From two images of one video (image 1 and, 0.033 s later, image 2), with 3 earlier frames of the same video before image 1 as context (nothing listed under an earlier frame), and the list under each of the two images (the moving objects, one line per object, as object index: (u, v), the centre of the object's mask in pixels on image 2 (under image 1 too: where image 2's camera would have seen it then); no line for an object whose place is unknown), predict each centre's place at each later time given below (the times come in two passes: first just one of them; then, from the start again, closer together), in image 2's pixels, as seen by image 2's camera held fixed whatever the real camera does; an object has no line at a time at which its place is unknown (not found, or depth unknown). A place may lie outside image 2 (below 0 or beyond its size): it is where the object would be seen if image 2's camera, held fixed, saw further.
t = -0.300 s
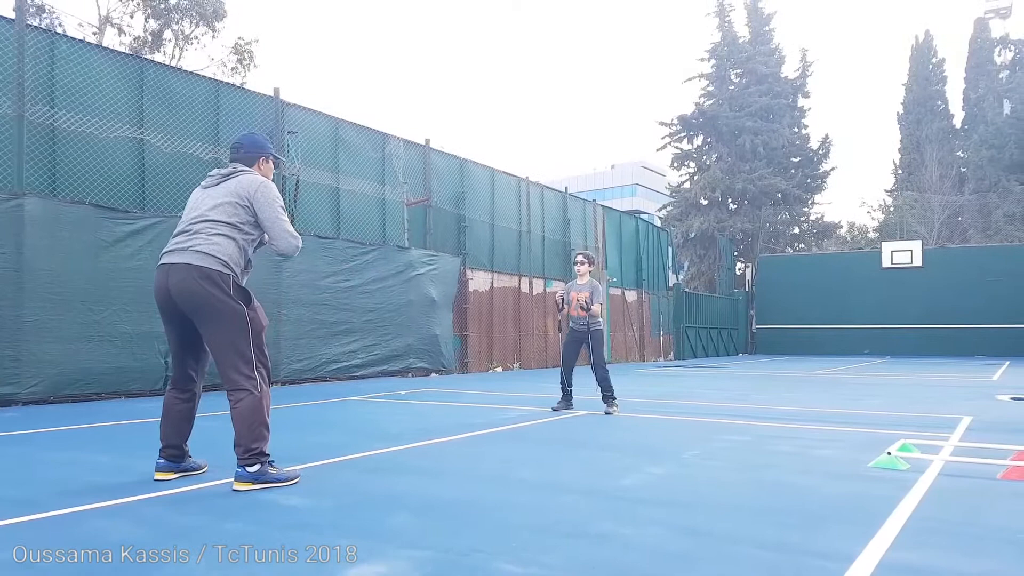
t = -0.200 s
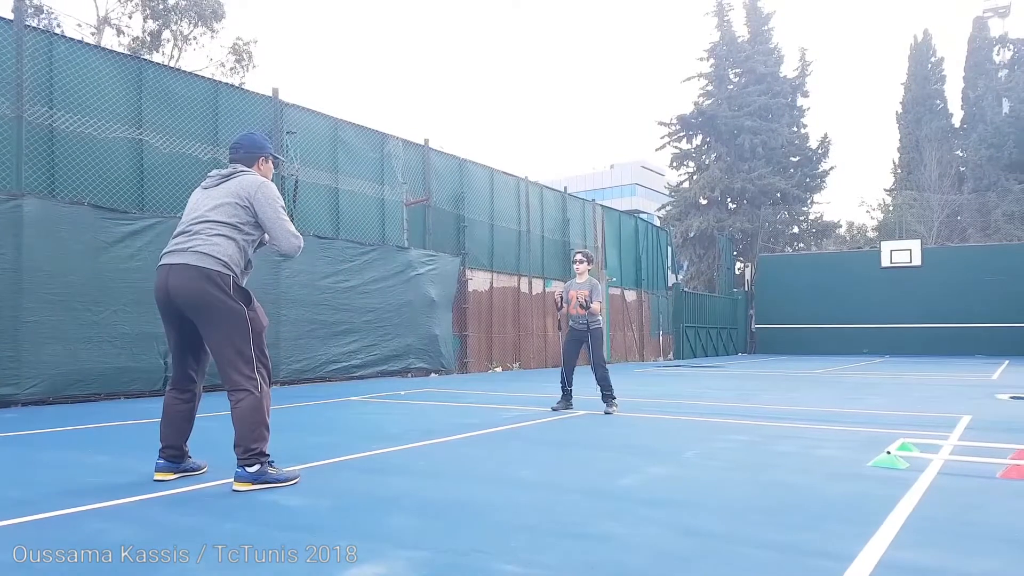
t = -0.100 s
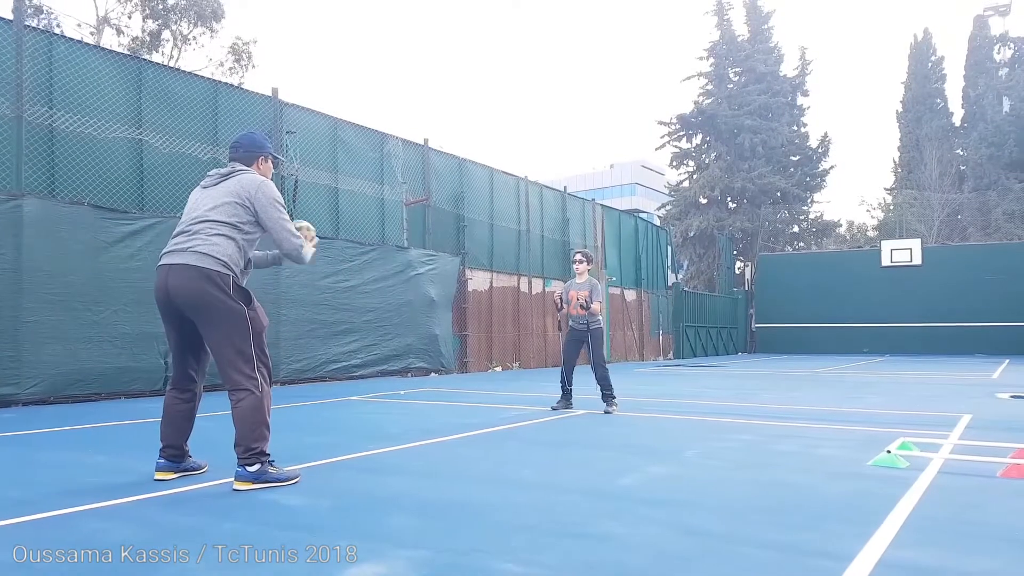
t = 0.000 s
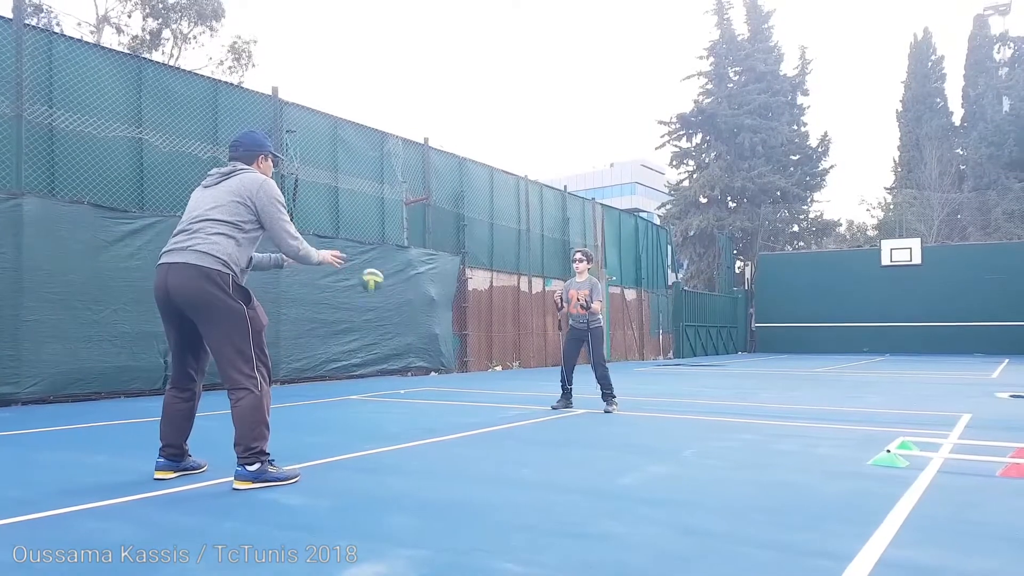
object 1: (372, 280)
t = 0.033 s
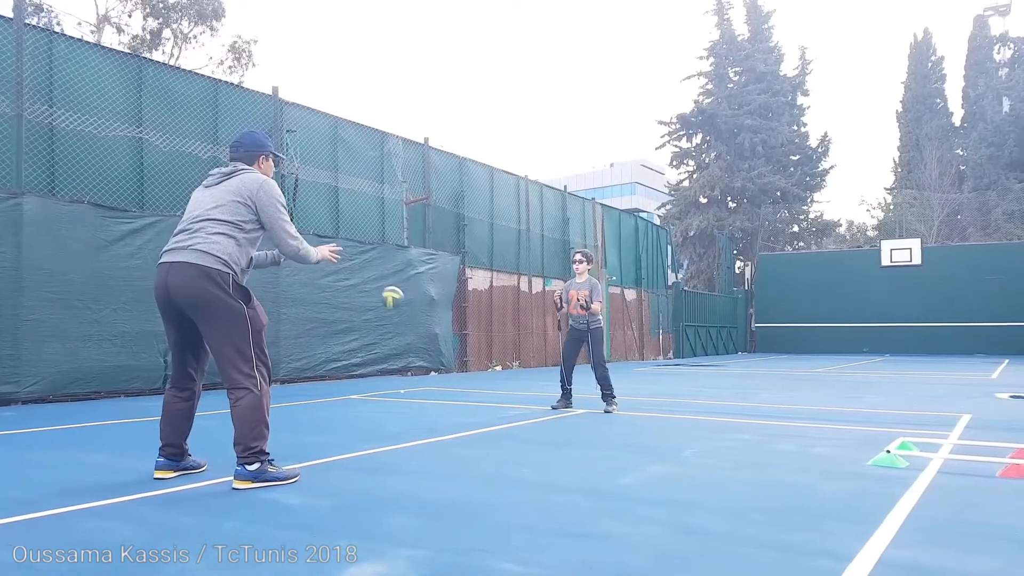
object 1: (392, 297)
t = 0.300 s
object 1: (509, 391)
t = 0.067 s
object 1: (411, 315)
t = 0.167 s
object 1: (461, 374)
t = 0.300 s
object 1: (509, 391)
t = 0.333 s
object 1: (517, 376)
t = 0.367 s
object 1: (524, 361)
